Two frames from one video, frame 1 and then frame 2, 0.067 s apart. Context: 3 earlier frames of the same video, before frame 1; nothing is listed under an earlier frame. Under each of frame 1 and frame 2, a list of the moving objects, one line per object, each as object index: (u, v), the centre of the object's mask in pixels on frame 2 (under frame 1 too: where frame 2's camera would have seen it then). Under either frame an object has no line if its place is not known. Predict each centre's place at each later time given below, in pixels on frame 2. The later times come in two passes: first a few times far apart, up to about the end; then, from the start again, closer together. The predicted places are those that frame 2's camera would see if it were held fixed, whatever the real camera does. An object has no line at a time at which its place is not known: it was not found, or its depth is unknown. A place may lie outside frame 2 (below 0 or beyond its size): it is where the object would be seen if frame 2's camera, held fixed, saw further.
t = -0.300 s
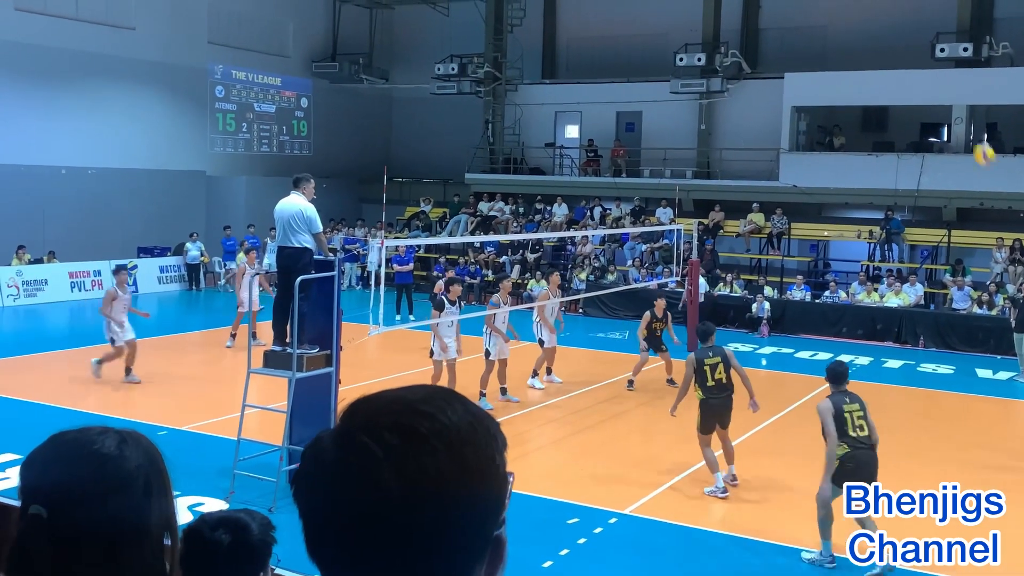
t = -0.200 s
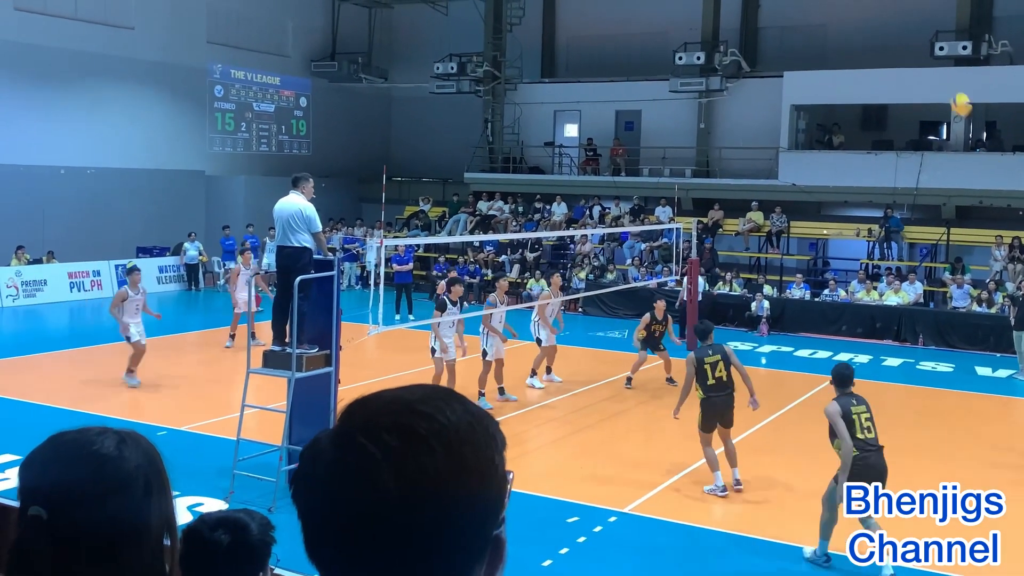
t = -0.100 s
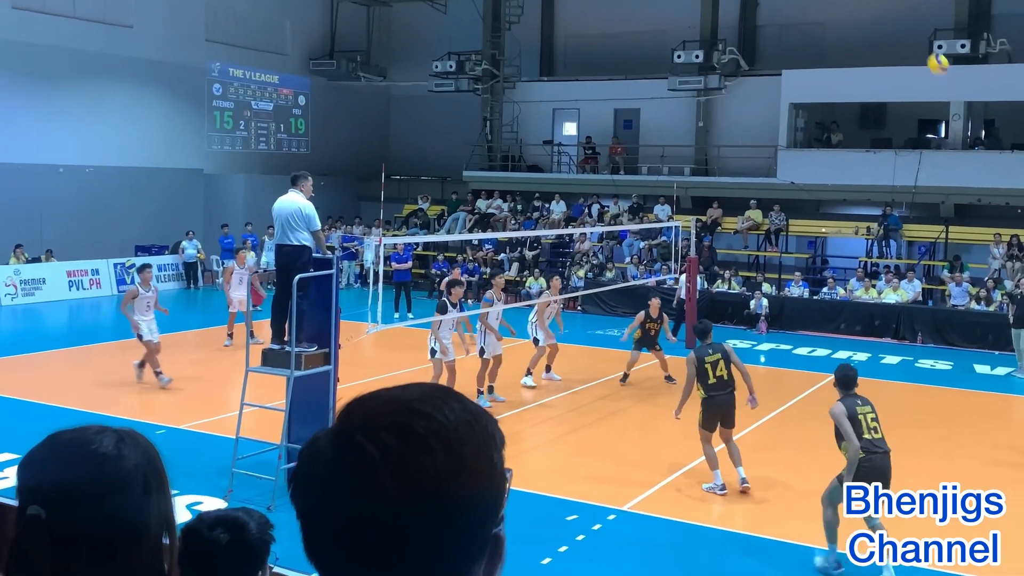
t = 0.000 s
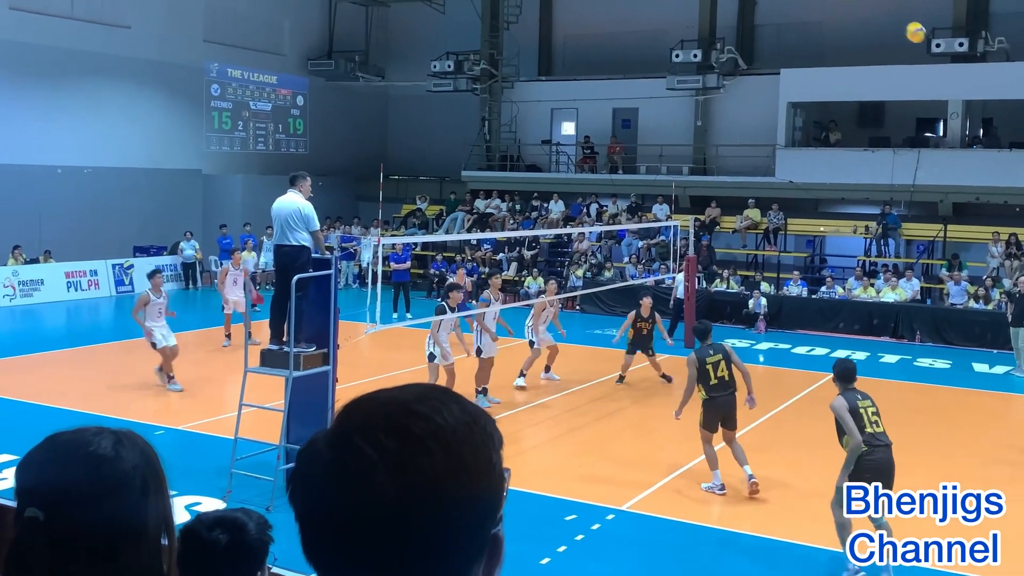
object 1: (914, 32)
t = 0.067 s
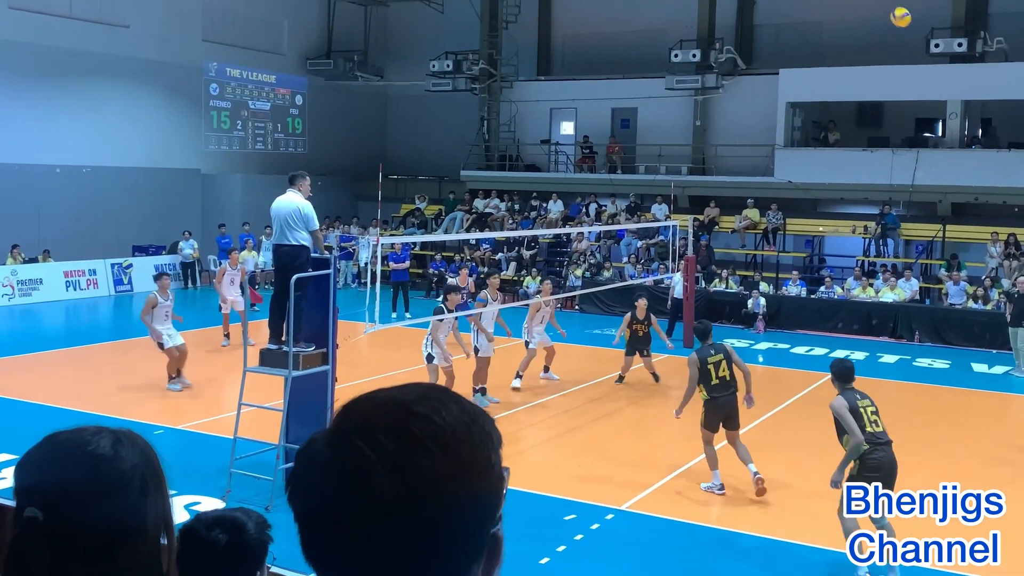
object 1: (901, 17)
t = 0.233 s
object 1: (867, 2)
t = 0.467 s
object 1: (823, 8)
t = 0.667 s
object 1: (785, 41)
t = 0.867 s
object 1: (746, 109)
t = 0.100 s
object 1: (894, 10)
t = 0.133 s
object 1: (888, 7)
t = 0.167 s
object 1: (881, 5)
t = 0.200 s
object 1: (875, 3)
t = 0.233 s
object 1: (867, 2)
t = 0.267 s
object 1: (862, 2)
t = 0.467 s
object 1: (823, 8)
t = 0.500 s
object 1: (816, 10)
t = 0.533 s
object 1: (810, 13)
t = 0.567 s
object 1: (804, 18)
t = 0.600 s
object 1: (798, 25)
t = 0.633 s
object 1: (791, 32)
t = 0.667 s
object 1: (785, 41)
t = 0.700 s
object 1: (778, 51)
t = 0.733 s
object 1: (772, 61)
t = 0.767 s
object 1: (765, 71)
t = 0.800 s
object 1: (759, 83)
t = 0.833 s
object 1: (752, 96)
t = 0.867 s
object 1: (746, 109)
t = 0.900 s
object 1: (739, 122)
